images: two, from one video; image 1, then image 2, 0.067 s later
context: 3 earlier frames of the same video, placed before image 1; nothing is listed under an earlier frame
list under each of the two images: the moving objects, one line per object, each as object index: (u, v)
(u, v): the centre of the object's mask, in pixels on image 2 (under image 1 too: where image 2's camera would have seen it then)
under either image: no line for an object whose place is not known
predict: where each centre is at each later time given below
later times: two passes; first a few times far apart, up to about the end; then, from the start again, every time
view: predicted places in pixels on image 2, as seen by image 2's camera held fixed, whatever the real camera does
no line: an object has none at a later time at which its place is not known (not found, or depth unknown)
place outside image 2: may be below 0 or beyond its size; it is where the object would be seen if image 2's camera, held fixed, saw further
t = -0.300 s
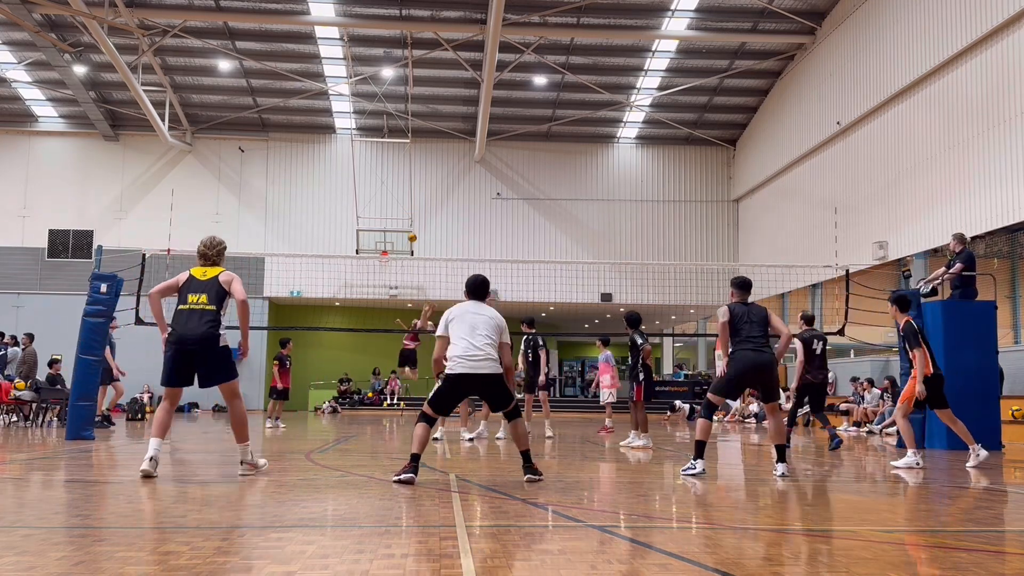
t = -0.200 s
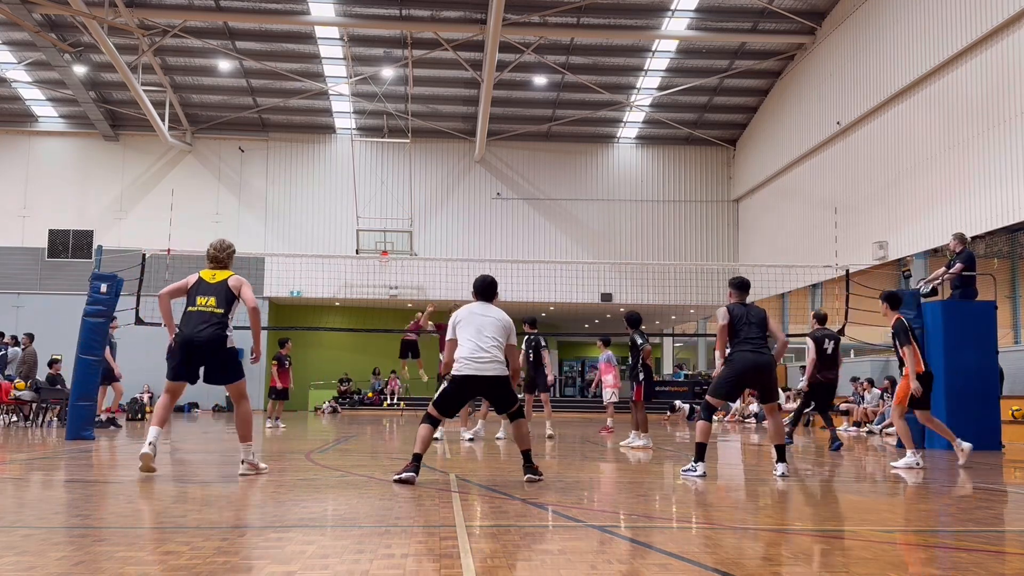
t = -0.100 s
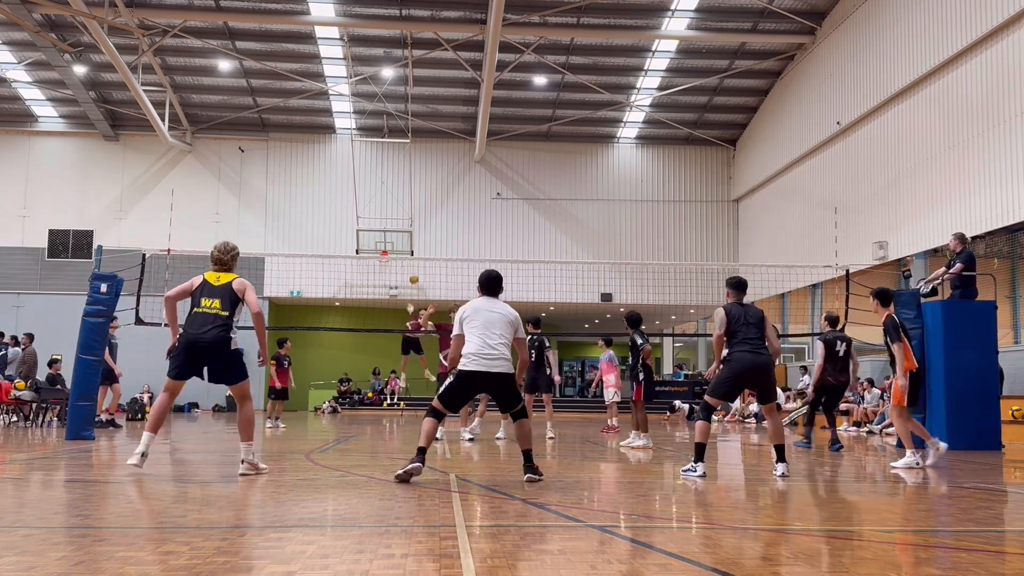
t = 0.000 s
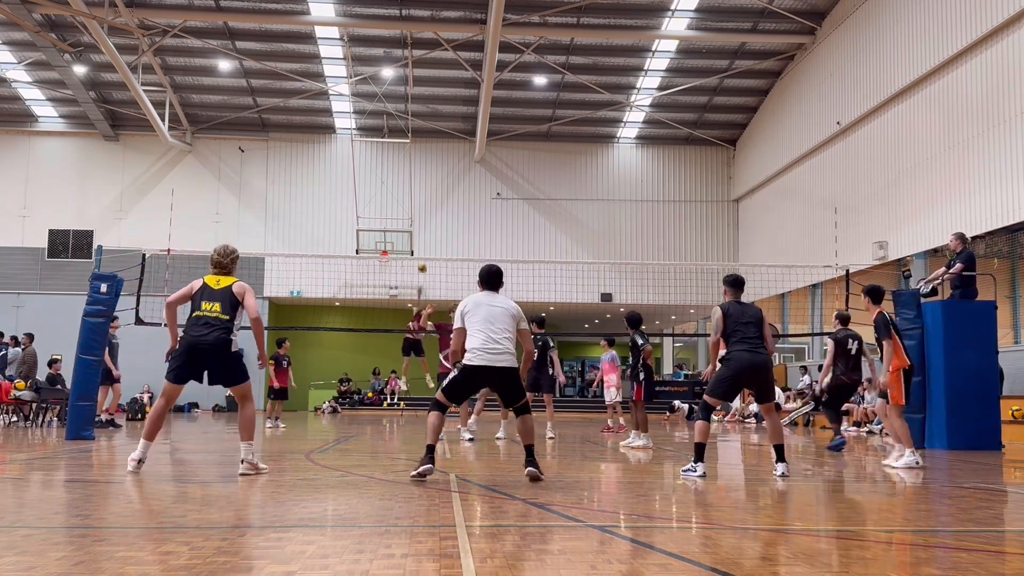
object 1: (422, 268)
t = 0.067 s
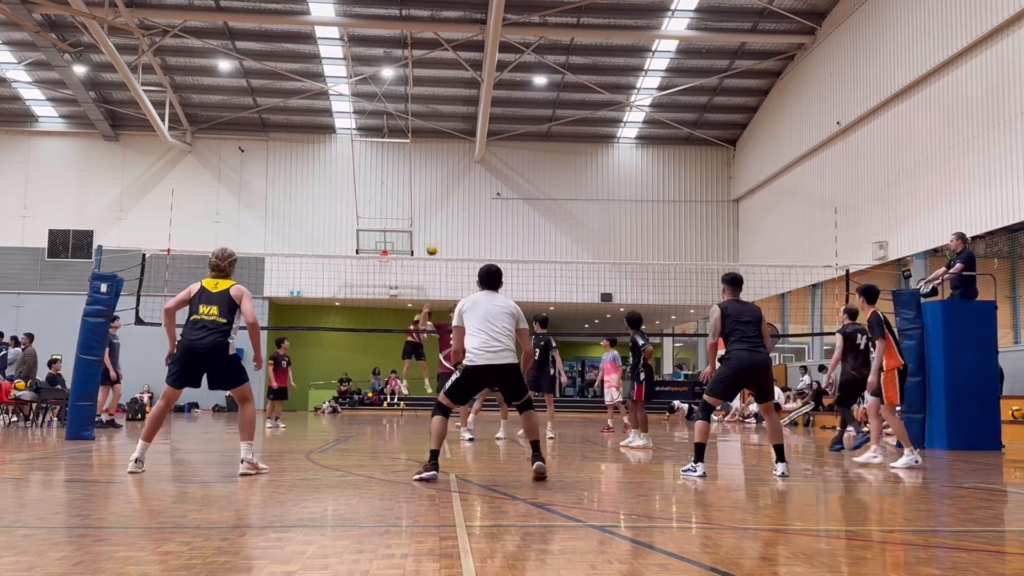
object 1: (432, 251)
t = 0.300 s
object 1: (472, 210)
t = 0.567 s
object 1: (548, 224)
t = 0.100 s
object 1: (436, 244)
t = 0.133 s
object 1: (441, 236)
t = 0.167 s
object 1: (447, 229)
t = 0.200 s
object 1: (453, 223)
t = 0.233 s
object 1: (459, 218)
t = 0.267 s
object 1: (465, 215)
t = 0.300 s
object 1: (472, 210)
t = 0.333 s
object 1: (480, 208)
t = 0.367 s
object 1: (487, 205)
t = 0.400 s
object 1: (496, 204)
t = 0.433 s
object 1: (505, 205)
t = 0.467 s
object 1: (515, 208)
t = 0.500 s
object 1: (525, 212)
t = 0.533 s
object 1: (535, 216)
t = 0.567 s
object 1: (548, 224)
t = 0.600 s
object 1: (562, 234)
